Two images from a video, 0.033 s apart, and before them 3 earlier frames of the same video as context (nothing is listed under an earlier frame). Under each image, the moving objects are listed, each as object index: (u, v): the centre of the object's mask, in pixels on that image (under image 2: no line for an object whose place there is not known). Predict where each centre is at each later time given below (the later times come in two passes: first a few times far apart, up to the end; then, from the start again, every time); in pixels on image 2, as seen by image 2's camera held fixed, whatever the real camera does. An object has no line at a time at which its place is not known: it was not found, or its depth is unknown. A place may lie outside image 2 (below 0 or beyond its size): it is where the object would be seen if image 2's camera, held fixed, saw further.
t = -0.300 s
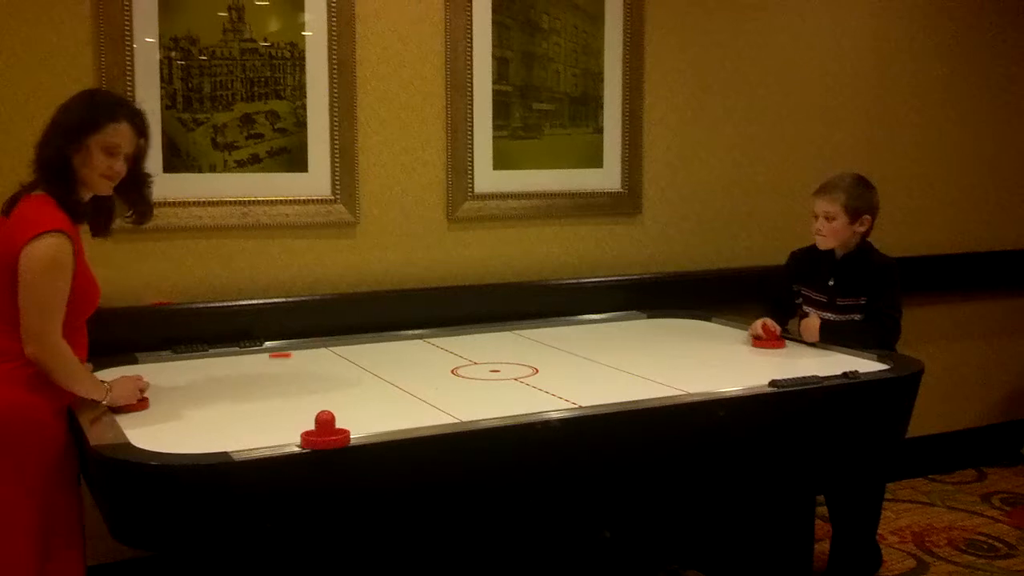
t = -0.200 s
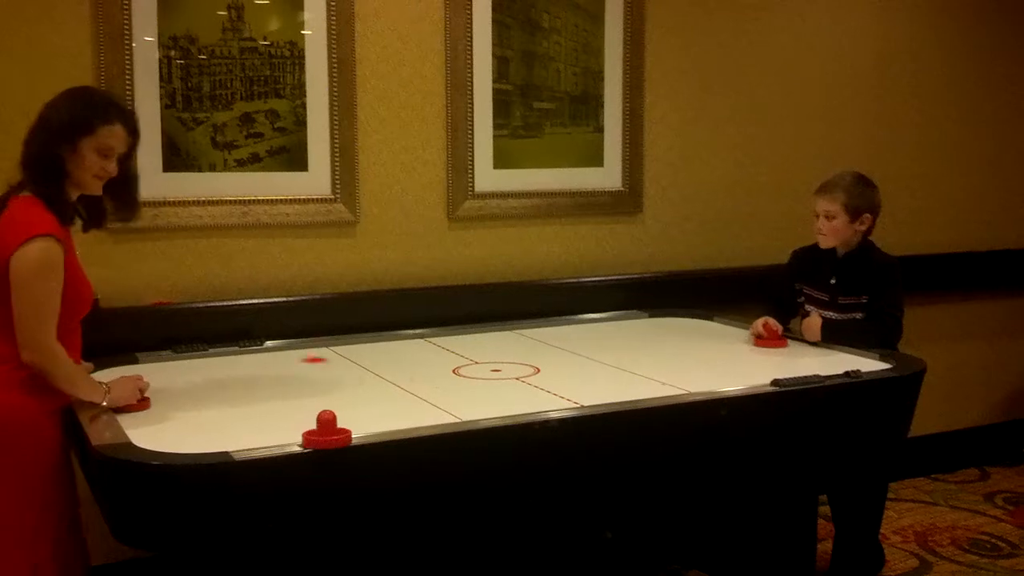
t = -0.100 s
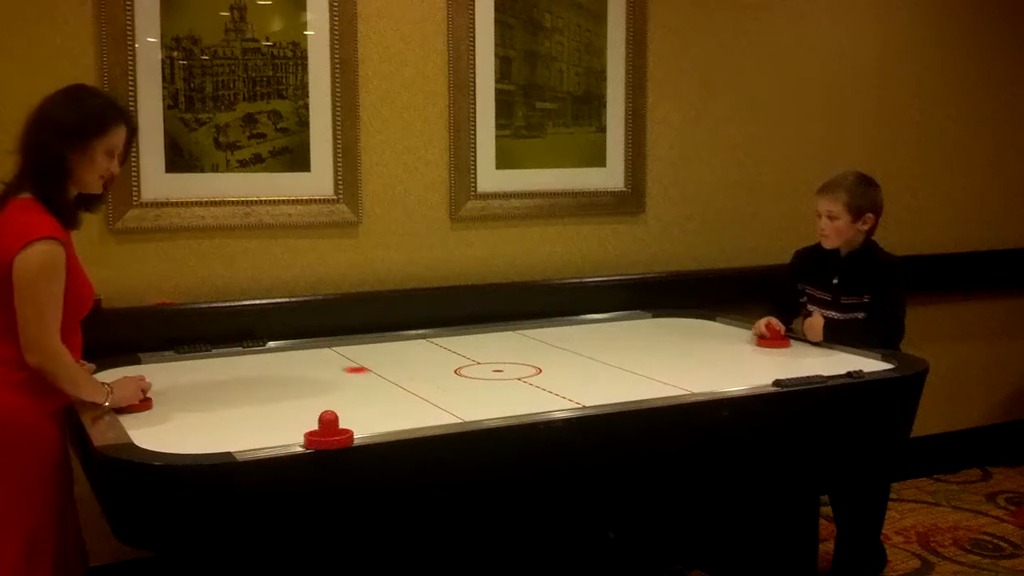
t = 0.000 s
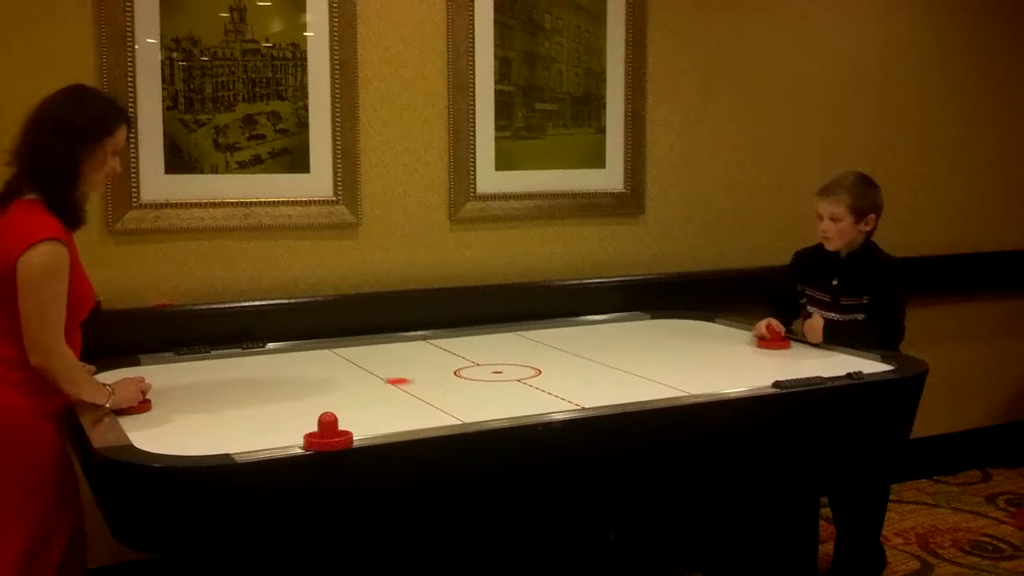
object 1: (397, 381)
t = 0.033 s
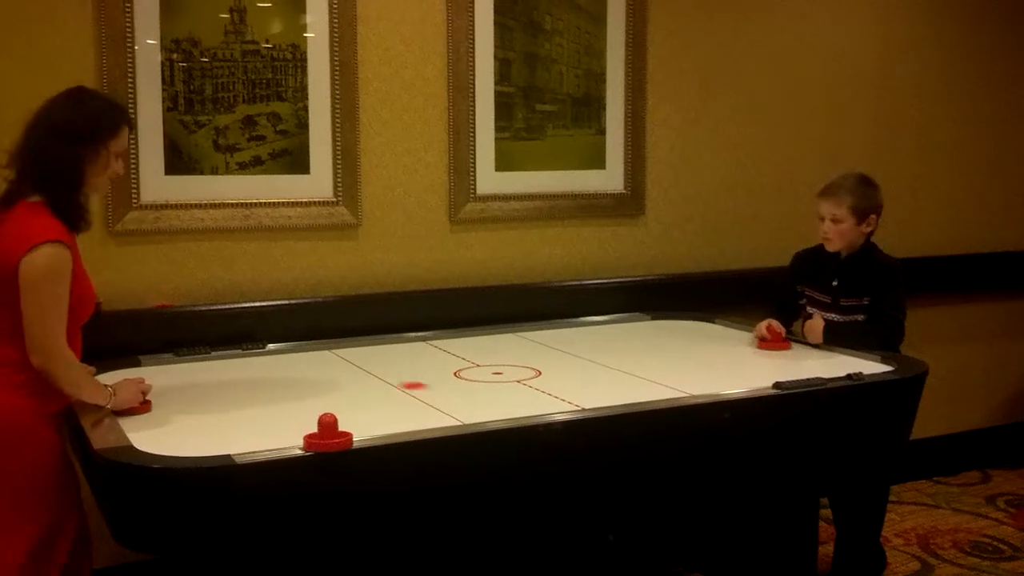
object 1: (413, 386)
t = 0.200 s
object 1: (494, 403)
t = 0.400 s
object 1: (537, 404)
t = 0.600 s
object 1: (519, 385)
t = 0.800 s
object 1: (502, 369)
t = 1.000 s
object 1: (488, 354)
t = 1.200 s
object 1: (476, 342)
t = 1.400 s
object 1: (484, 342)
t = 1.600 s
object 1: (502, 350)
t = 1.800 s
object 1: (524, 359)
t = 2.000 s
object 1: (545, 367)
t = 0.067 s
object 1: (428, 389)
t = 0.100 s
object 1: (444, 393)
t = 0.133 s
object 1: (460, 396)
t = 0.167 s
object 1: (477, 400)
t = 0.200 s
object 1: (494, 403)
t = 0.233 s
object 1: (512, 407)
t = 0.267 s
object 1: (529, 411)
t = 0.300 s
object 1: (543, 412)
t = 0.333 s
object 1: (545, 411)
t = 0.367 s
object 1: (541, 408)
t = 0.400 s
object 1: (537, 404)
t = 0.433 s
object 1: (535, 401)
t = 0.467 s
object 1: (531, 398)
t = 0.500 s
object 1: (528, 395)
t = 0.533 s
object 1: (525, 391)
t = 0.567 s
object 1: (522, 387)
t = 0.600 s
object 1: (519, 385)
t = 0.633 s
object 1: (516, 382)
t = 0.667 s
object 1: (513, 379)
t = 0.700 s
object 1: (510, 377)
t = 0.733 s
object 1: (507, 373)
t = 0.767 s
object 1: (505, 371)
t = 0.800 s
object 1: (502, 369)
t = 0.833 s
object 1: (499, 366)
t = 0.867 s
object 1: (497, 364)
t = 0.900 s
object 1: (495, 361)
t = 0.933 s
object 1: (492, 358)
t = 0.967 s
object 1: (490, 356)
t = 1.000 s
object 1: (488, 354)
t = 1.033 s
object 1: (486, 351)
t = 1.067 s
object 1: (484, 350)
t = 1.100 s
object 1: (481, 348)
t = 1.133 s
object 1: (479, 346)
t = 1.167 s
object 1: (477, 344)
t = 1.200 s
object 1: (476, 342)
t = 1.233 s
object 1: (474, 340)
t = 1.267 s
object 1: (471, 338)
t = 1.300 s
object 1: (474, 339)
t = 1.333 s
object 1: (478, 340)
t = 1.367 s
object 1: (481, 341)
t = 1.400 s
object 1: (484, 342)
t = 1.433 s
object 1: (486, 344)
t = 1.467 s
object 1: (489, 345)
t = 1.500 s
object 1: (494, 347)
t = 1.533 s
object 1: (497, 348)
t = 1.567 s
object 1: (500, 349)
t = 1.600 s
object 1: (502, 350)
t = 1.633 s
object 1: (506, 351)
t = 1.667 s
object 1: (509, 353)
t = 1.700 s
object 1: (513, 355)
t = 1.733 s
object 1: (517, 356)
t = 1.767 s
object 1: (520, 357)
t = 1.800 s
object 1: (524, 359)
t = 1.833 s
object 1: (527, 360)
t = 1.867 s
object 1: (530, 361)
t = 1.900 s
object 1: (534, 363)
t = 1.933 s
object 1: (537, 365)
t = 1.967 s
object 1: (541, 366)
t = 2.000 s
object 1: (545, 367)
